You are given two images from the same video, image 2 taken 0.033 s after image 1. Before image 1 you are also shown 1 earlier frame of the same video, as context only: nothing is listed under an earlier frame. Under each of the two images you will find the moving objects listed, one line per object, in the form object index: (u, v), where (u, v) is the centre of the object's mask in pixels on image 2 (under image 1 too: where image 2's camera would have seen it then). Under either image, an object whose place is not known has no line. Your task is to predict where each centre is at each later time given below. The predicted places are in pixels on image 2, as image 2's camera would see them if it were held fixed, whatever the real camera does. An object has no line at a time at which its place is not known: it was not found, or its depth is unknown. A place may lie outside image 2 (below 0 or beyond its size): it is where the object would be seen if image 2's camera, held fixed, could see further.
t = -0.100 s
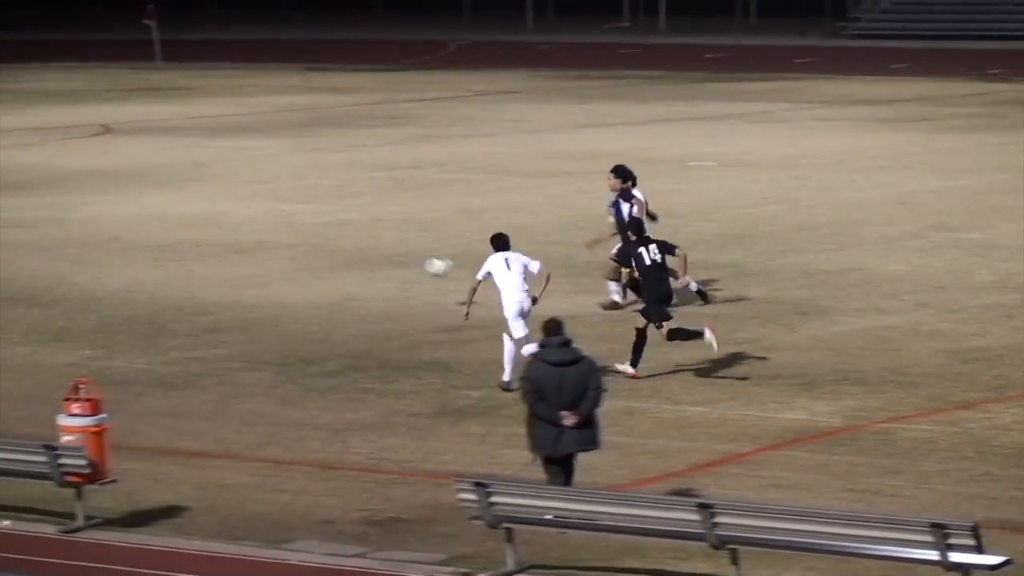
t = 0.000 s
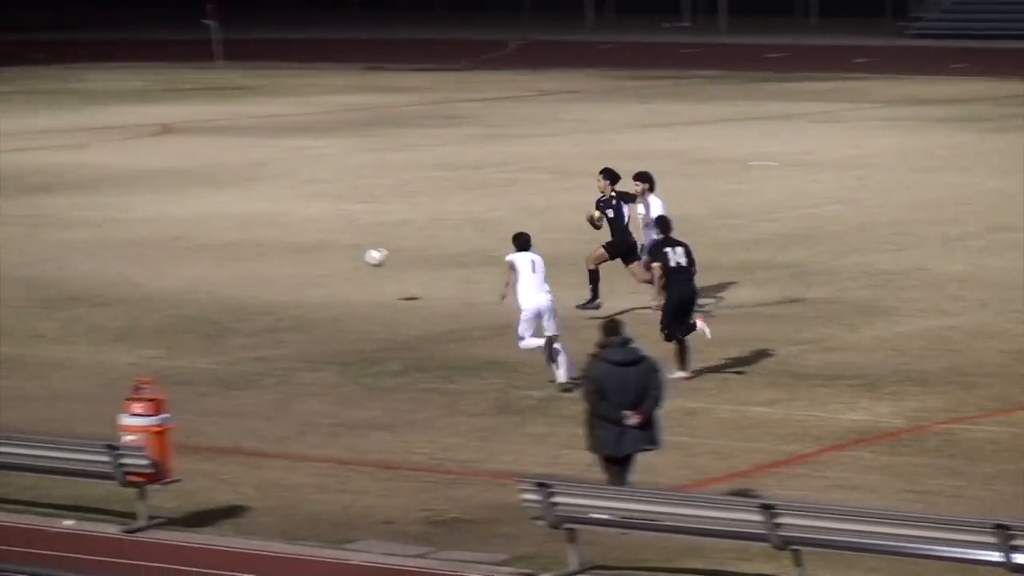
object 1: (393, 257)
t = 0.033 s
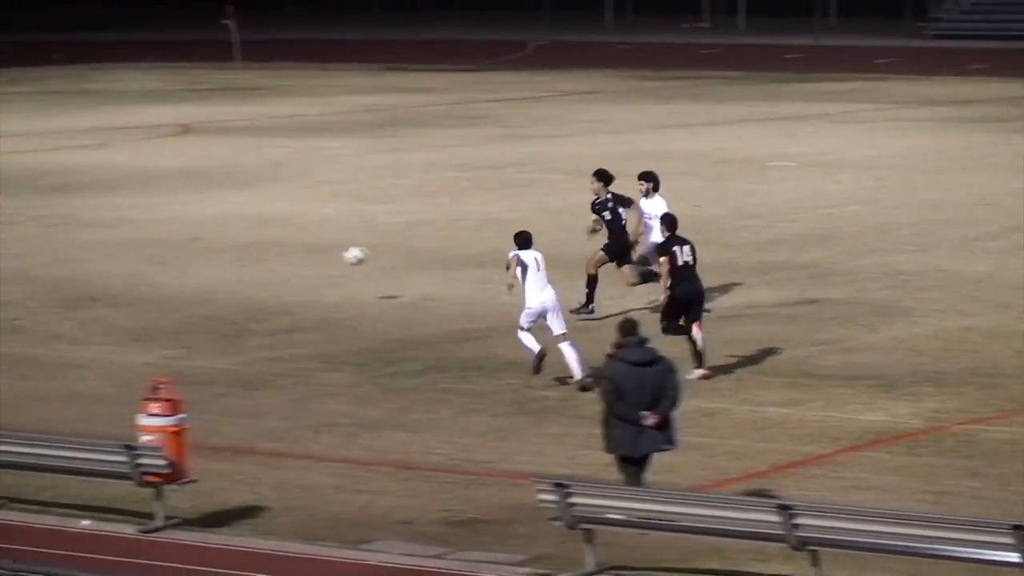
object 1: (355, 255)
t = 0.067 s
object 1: (316, 255)
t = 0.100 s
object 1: (279, 255)
